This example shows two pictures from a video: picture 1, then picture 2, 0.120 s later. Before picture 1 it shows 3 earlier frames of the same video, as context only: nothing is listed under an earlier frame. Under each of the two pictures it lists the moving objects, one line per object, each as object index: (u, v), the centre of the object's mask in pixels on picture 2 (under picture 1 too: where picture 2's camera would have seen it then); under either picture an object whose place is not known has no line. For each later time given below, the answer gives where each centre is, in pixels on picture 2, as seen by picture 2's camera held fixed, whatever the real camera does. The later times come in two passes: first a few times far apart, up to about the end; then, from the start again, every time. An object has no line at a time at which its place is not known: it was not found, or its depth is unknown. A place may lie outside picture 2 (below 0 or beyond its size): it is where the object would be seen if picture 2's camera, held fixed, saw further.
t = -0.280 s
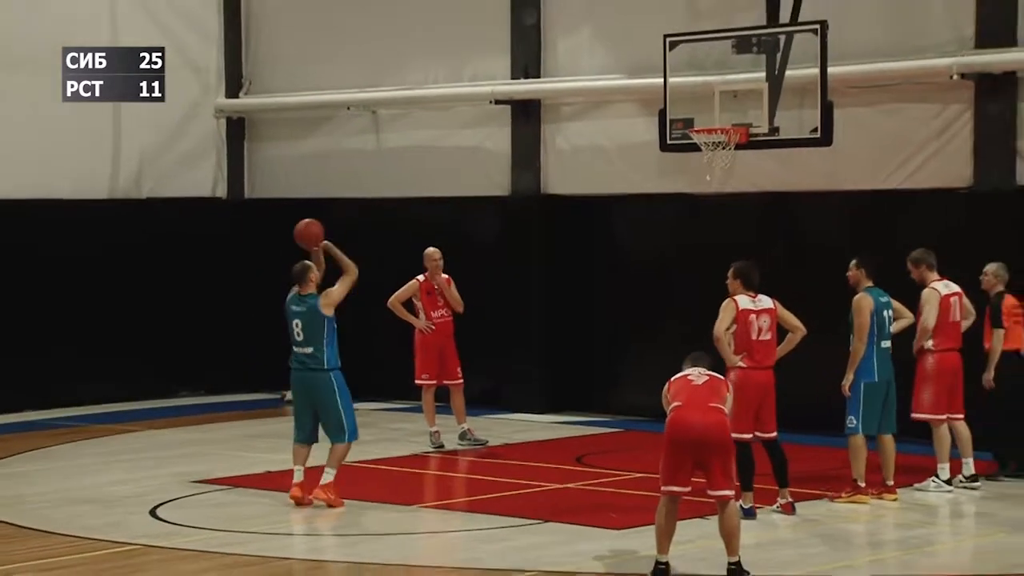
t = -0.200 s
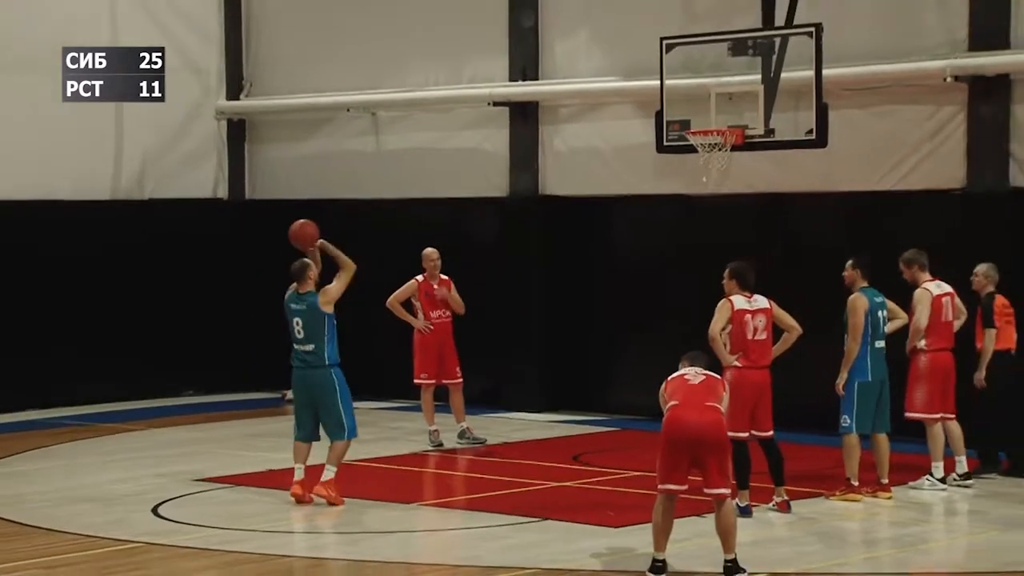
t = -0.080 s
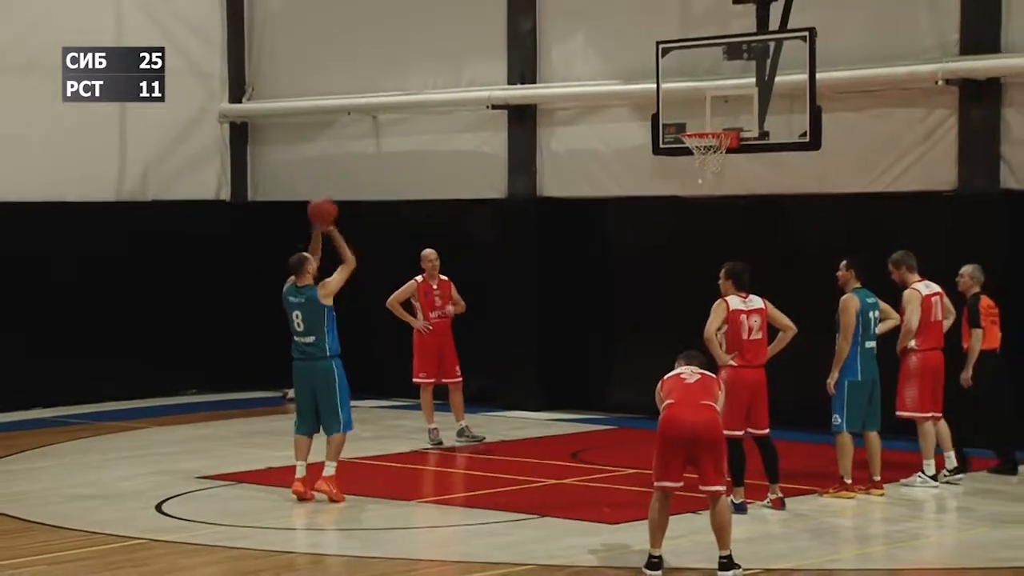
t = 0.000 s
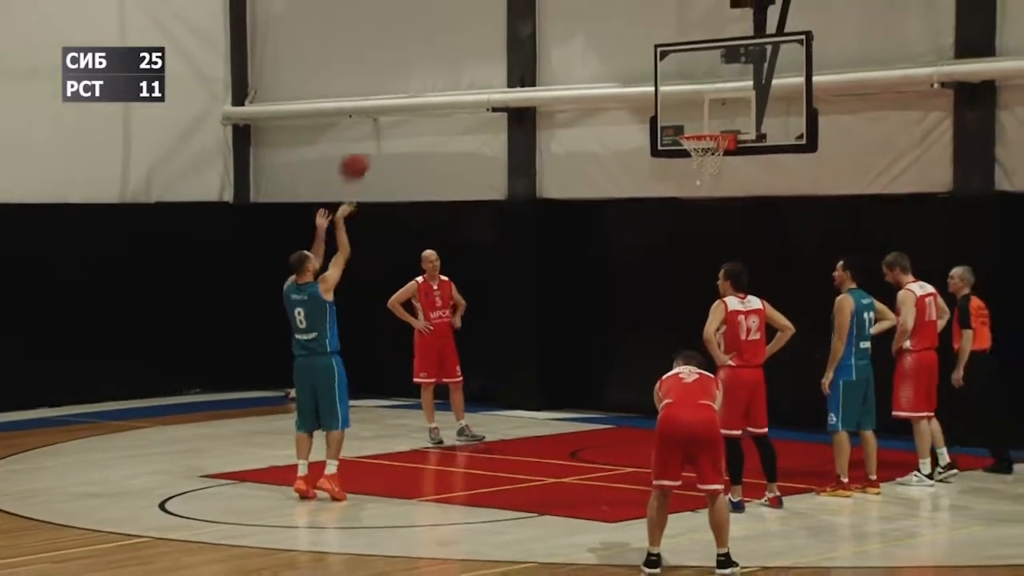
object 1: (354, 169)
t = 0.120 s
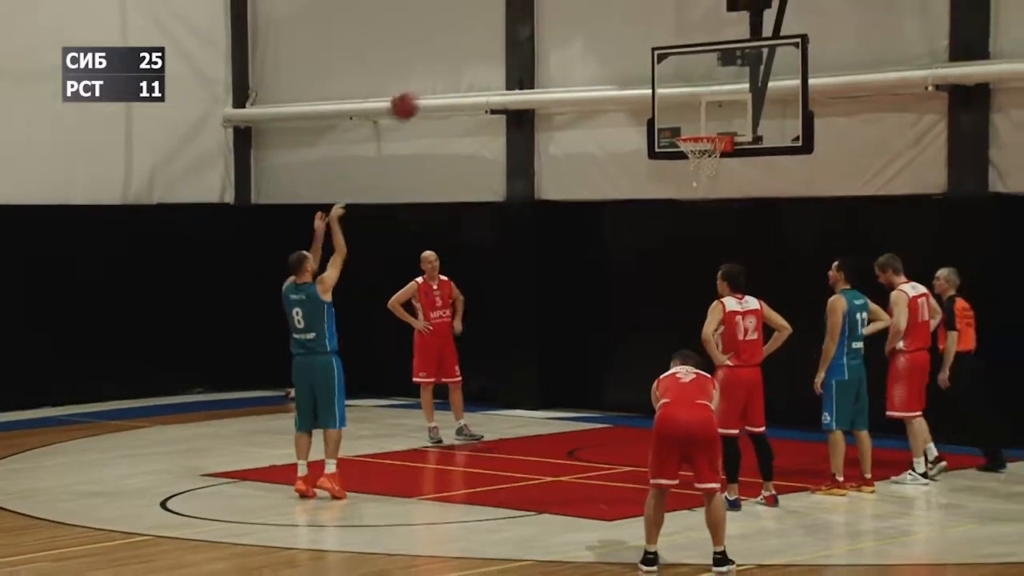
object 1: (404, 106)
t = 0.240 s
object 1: (452, 62)
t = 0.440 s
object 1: (529, 28)
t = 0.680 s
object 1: (615, 48)
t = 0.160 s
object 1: (420, 90)
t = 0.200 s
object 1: (436, 75)
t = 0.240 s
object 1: (452, 62)
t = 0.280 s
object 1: (467, 52)
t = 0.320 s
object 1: (483, 44)
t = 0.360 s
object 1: (498, 37)
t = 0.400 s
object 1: (513, 31)
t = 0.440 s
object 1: (529, 28)
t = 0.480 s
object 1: (544, 28)
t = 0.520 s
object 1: (559, 28)
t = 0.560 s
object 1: (573, 31)
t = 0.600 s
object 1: (587, 35)
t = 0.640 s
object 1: (601, 41)
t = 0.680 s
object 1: (615, 48)
